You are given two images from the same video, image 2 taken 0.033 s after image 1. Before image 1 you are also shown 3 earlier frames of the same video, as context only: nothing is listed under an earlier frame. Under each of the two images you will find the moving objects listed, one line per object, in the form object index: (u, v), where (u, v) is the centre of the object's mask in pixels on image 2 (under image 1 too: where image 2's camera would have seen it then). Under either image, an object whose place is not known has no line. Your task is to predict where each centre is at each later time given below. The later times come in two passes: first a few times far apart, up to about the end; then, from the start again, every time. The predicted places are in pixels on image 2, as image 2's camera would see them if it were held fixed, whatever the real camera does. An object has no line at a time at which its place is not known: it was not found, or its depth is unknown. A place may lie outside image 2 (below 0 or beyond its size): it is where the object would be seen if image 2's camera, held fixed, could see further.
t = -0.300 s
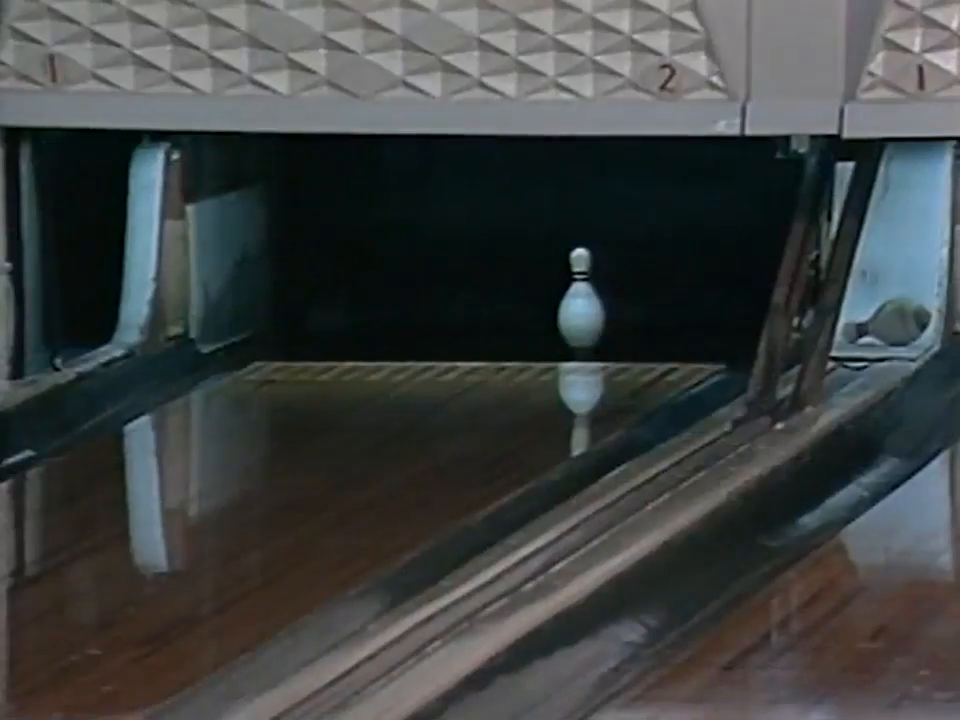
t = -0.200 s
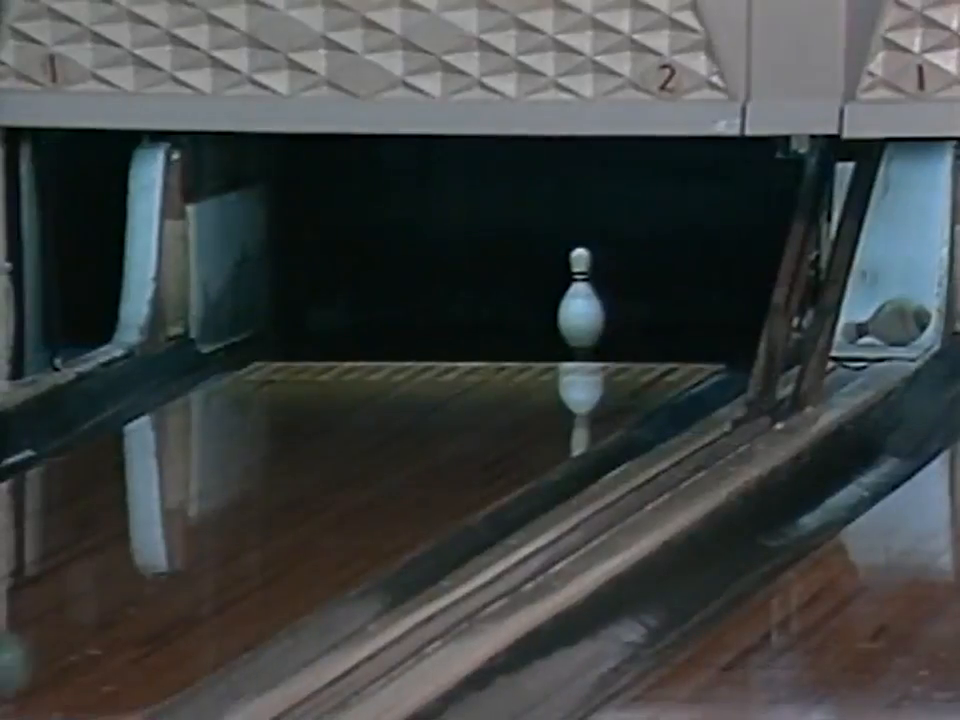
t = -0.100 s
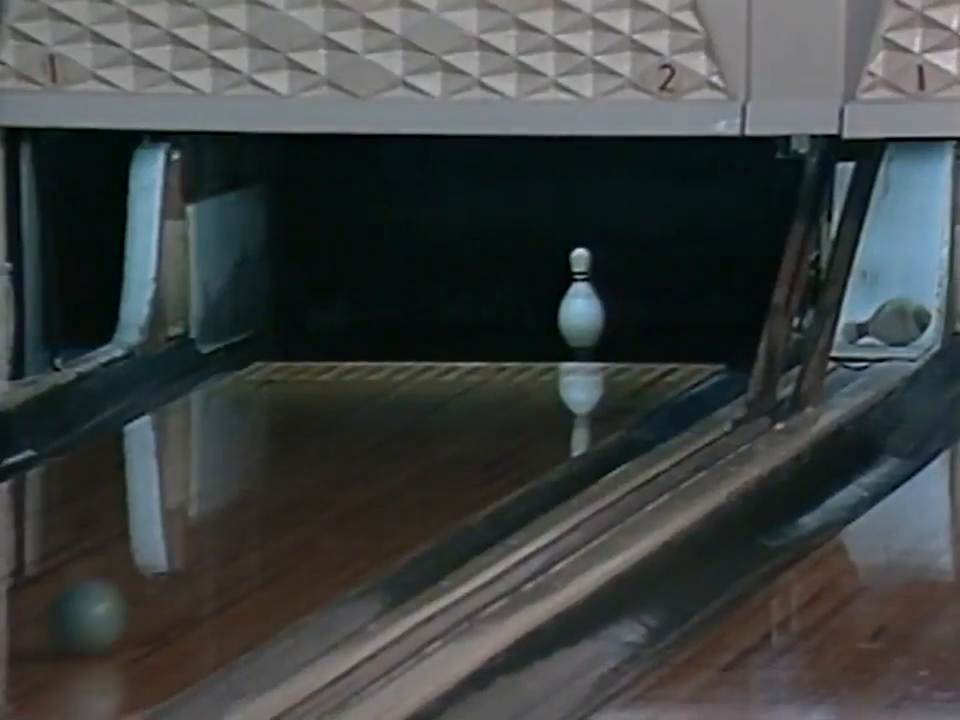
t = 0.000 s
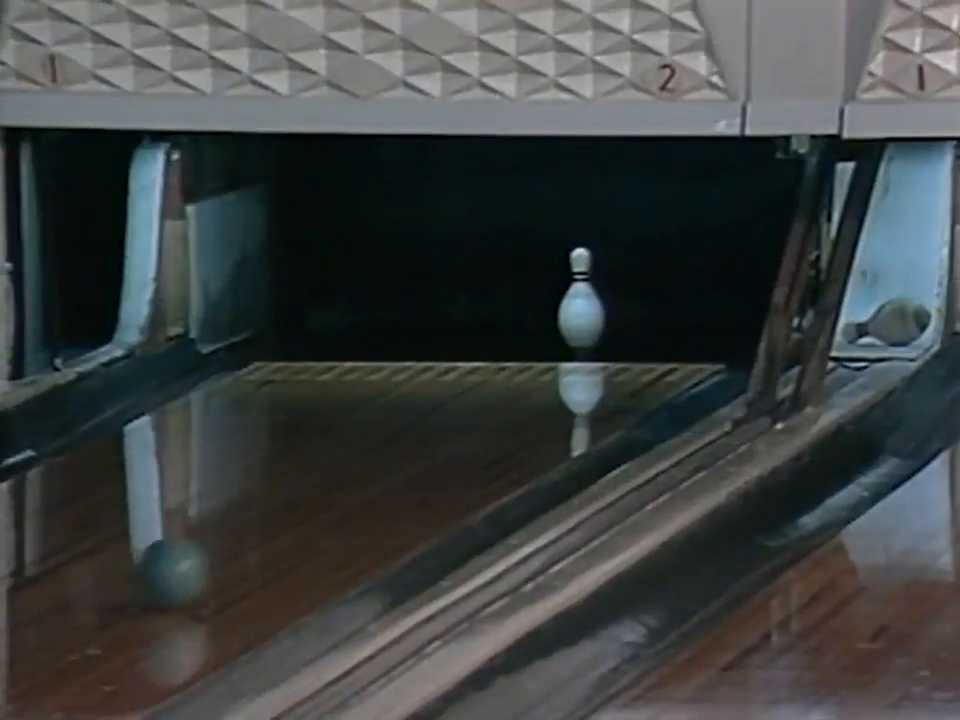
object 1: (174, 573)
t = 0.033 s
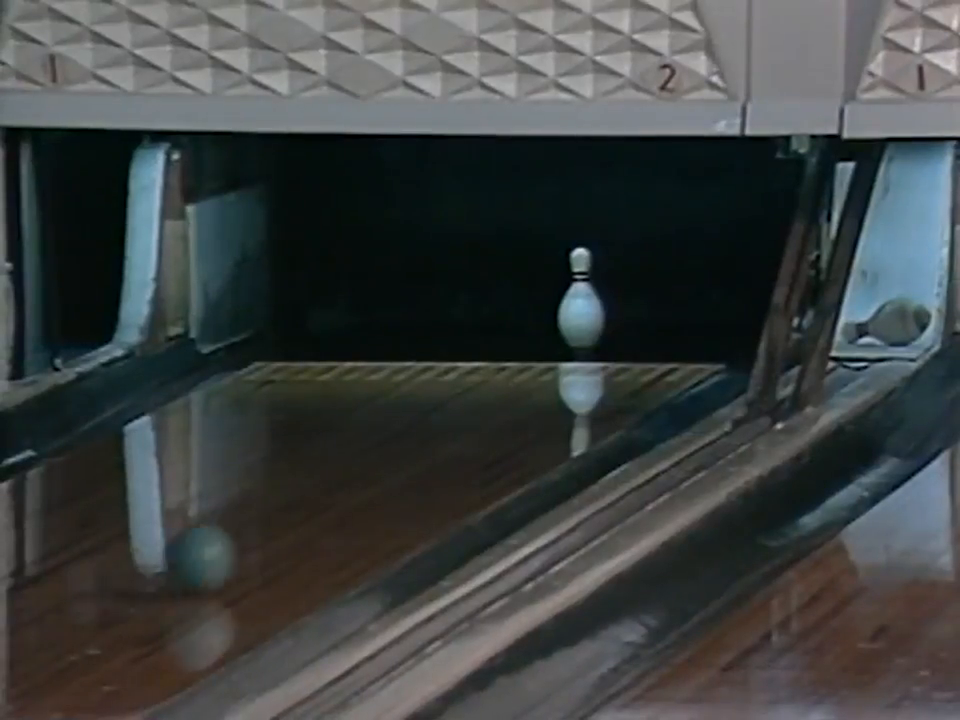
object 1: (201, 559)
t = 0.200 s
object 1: (318, 497)
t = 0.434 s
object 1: (447, 428)
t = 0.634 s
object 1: (530, 378)
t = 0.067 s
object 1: (228, 545)
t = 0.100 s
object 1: (251, 532)
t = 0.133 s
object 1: (275, 520)
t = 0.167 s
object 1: (297, 508)
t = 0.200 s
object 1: (318, 497)
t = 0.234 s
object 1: (338, 487)
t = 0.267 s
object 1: (359, 477)
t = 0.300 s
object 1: (377, 467)
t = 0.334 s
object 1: (396, 456)
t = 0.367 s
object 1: (413, 447)
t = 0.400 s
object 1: (430, 437)
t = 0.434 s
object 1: (447, 428)
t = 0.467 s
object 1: (462, 420)
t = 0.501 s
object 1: (479, 410)
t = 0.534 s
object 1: (491, 404)
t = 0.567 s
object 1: (502, 394)
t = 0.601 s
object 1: (516, 386)
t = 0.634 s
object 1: (530, 378)
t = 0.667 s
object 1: (541, 369)
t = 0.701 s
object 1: (553, 363)
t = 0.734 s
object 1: (564, 357)
